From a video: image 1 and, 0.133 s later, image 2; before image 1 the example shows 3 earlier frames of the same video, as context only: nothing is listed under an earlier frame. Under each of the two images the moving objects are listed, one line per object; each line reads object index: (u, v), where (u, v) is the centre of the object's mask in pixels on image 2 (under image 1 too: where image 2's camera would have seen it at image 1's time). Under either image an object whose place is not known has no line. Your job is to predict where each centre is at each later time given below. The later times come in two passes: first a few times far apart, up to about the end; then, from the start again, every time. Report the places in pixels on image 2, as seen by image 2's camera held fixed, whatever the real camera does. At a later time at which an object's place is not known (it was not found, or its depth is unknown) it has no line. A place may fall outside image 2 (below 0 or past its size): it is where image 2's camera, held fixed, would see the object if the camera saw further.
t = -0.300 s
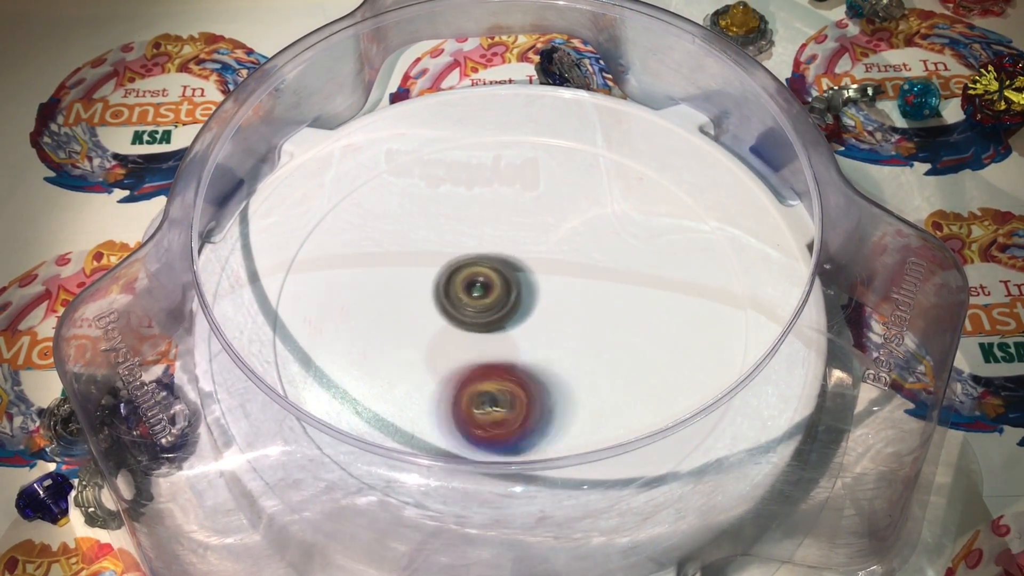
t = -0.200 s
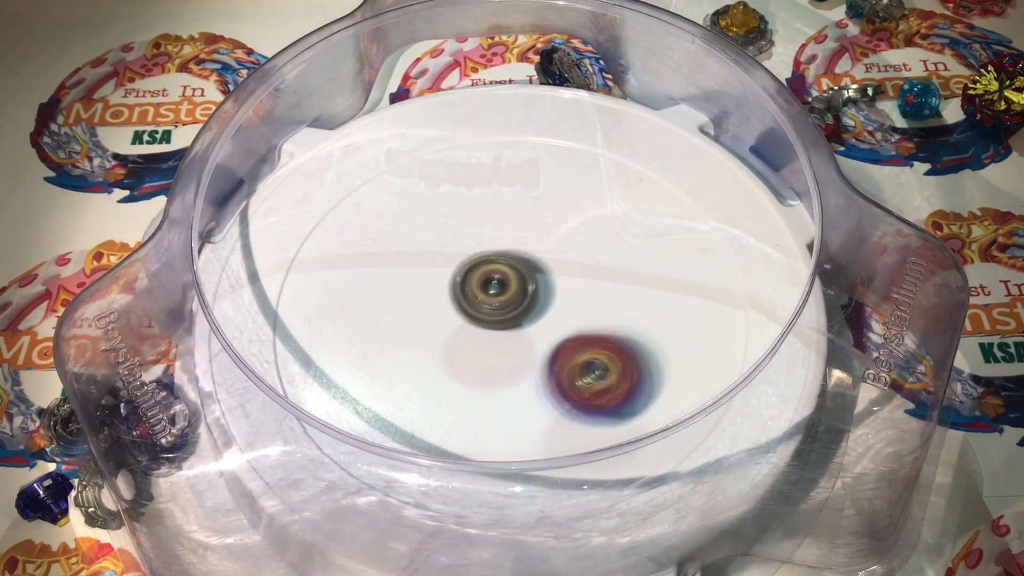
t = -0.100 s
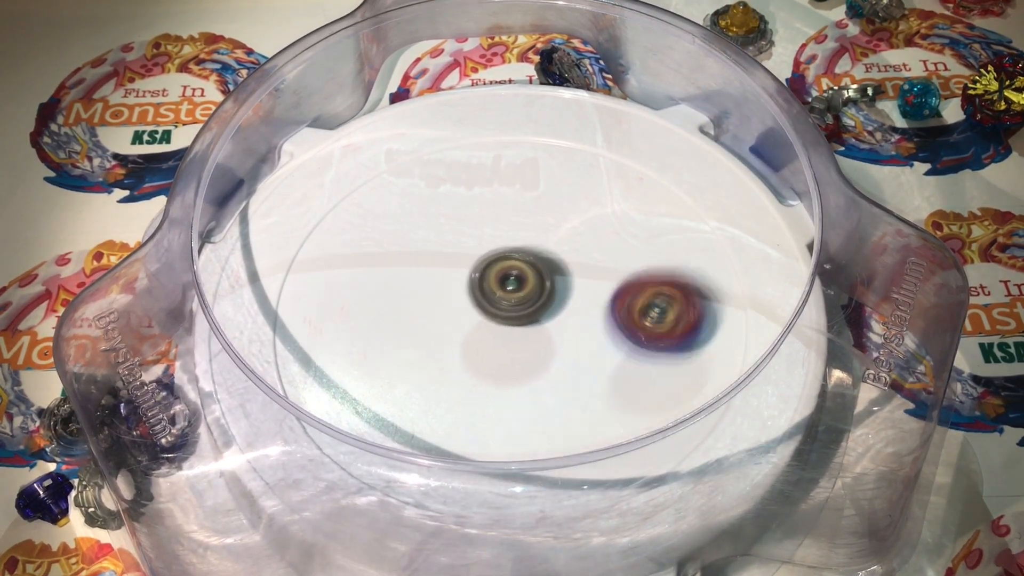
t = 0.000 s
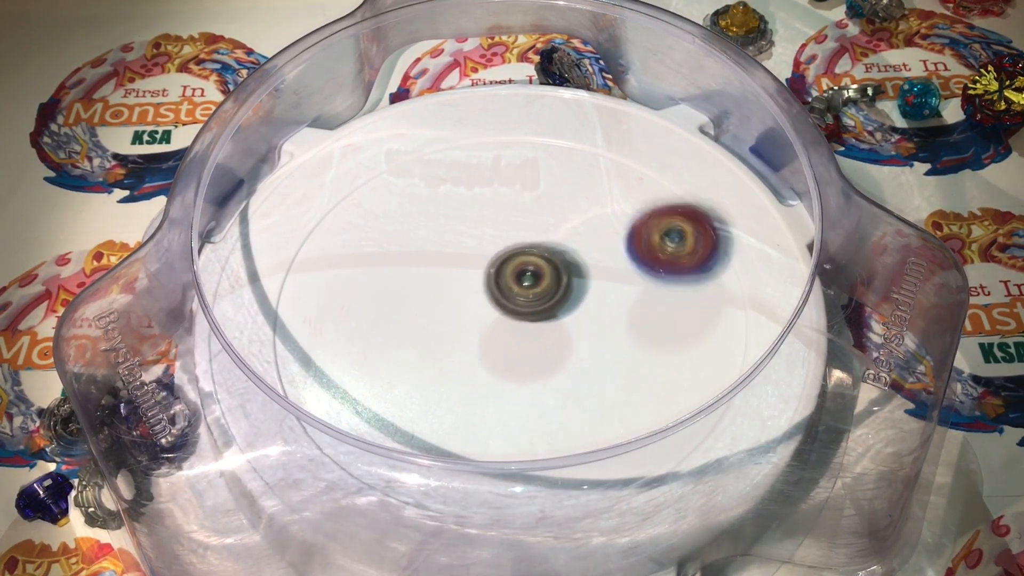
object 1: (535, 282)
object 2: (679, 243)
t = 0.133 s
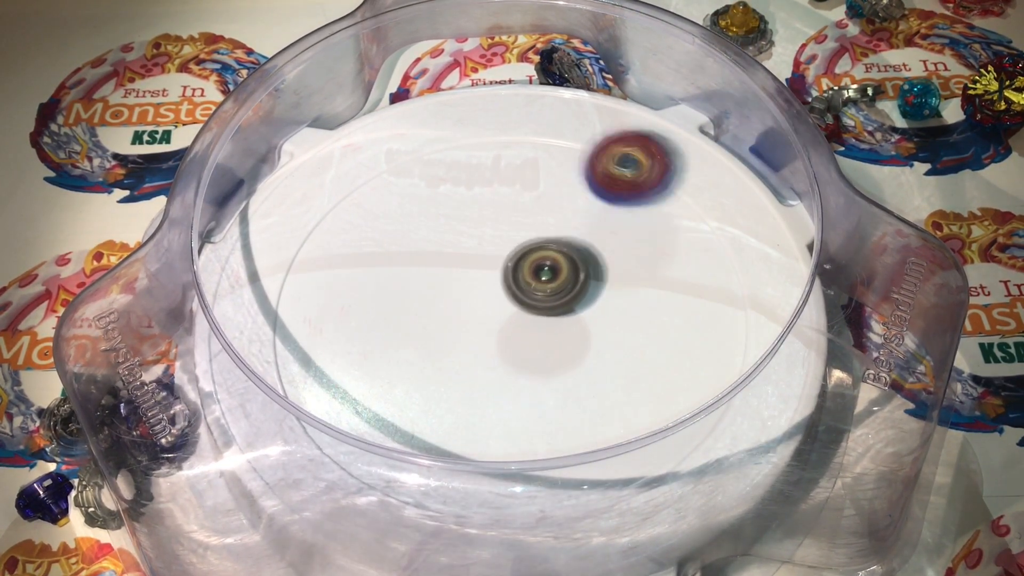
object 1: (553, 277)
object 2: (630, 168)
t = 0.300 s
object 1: (567, 274)
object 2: (507, 150)
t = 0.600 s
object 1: (569, 287)
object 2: (406, 340)
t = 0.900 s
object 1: (550, 311)
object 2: (621, 429)
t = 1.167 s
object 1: (522, 331)
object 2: (666, 272)
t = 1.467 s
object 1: (490, 340)
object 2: (443, 219)
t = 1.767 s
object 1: (485, 329)
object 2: (345, 361)
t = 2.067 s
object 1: (491, 294)
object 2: (573, 370)
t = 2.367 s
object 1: (502, 271)
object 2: (593, 199)
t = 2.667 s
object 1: (524, 267)
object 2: (426, 209)
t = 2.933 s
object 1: (542, 278)
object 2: (457, 367)
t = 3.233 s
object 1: (554, 304)
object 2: (657, 364)
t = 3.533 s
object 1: (547, 327)
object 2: (591, 230)
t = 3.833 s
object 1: (522, 335)
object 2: (406, 271)
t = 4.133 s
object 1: (492, 324)
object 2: (445, 398)
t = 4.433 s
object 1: (481, 285)
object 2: (612, 328)
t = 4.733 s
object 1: (475, 269)
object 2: (557, 200)
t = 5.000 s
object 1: (471, 285)
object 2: (491, 203)
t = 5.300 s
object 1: (492, 491)
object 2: (557, 144)
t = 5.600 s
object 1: (572, 338)
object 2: (589, 258)
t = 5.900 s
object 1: (392, 433)
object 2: (632, 193)
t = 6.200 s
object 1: (424, 363)
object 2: (536, 262)
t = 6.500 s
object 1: (438, 279)
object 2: (510, 234)
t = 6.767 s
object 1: (455, 266)
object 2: (572, 233)
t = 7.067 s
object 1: (498, 278)
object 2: (585, 340)
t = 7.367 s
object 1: (515, 312)
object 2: (451, 372)
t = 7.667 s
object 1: (520, 321)
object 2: (371, 283)
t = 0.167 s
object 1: (557, 276)
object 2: (611, 156)
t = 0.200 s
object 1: (560, 274)
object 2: (588, 148)
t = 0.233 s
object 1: (562, 274)
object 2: (561, 143)
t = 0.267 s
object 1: (565, 273)
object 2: (535, 144)
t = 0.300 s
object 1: (567, 274)
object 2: (507, 150)
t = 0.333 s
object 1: (568, 274)
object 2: (483, 160)
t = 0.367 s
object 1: (569, 275)
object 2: (458, 176)
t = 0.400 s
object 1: (570, 276)
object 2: (439, 194)
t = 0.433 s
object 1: (571, 277)
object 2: (422, 216)
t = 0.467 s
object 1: (571, 278)
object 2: (410, 239)
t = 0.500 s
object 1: (571, 280)
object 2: (402, 264)
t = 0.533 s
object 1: (571, 282)
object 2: (398, 289)
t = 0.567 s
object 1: (570, 284)
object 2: (399, 315)
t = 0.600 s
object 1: (569, 287)
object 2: (406, 340)
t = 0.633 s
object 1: (568, 290)
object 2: (417, 362)
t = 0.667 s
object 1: (566, 292)
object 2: (433, 384)
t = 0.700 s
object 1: (564, 295)
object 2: (451, 403)
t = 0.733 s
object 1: (563, 298)
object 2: (477, 418)
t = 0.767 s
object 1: (560, 301)
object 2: (502, 425)
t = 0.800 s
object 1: (558, 303)
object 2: (532, 429)
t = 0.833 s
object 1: (555, 306)
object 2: (560, 439)
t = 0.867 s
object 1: (553, 308)
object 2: (591, 437)
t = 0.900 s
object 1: (550, 311)
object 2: (621, 429)
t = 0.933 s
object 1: (548, 314)
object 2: (645, 417)
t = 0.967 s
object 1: (544, 317)
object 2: (668, 399)
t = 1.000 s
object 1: (541, 319)
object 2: (678, 376)
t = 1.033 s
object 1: (537, 322)
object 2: (690, 356)
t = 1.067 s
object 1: (533, 325)
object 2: (694, 334)
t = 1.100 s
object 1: (529, 327)
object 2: (688, 312)
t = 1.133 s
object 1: (525, 329)
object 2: (680, 289)
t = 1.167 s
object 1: (522, 331)
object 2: (666, 272)
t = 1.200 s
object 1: (518, 333)
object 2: (644, 253)
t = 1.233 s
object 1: (515, 334)
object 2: (625, 240)
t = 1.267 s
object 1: (511, 335)
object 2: (600, 229)
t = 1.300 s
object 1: (507, 335)
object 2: (574, 220)
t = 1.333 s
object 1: (503, 336)
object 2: (548, 214)
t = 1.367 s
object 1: (500, 337)
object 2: (520, 212)
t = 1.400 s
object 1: (496, 338)
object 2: (494, 211)
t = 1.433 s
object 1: (493, 339)
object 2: (469, 214)
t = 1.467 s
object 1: (490, 340)
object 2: (443, 219)
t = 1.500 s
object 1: (488, 340)
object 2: (423, 226)
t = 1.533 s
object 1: (487, 340)
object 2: (401, 236)
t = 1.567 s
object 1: (485, 340)
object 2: (381, 249)
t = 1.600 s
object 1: (485, 339)
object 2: (365, 263)
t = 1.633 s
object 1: (485, 338)
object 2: (348, 280)
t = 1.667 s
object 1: (485, 337)
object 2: (338, 299)
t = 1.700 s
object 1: (485, 334)
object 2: (334, 320)
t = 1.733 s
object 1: (485, 332)
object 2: (337, 343)
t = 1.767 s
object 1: (485, 329)
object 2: (345, 361)
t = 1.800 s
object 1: (486, 325)
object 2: (365, 380)
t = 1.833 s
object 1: (486, 322)
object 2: (390, 393)
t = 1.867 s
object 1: (486, 318)
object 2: (414, 404)
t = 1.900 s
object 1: (487, 315)
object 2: (444, 410)
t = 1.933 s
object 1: (488, 311)
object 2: (475, 411)
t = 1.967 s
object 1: (488, 306)
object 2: (502, 407)
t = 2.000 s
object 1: (489, 302)
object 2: (531, 397)
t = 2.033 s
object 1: (490, 298)
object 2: (553, 386)
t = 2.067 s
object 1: (491, 294)
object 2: (573, 370)
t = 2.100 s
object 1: (491, 291)
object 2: (595, 351)
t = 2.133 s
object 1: (492, 287)
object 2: (609, 332)
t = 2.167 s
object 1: (493, 284)
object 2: (618, 312)
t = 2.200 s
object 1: (494, 282)
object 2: (622, 291)
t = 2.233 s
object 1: (496, 279)
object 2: (624, 270)
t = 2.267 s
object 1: (497, 277)
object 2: (622, 251)
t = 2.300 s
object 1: (499, 274)
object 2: (616, 234)
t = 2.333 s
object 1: (500, 272)
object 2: (605, 215)
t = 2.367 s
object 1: (502, 271)
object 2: (593, 199)
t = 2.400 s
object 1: (504, 269)
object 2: (578, 187)
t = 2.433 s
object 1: (506, 268)
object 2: (560, 177)
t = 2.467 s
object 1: (508, 267)
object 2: (540, 170)
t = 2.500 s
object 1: (511, 267)
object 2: (520, 167)
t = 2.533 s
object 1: (514, 266)
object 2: (499, 168)
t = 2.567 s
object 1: (516, 266)
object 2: (478, 172)
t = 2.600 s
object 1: (519, 266)
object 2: (458, 180)
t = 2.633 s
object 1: (522, 266)
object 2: (442, 193)
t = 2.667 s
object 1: (524, 267)
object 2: (426, 209)
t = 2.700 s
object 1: (526, 267)
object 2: (414, 228)
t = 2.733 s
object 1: (529, 268)
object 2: (407, 247)
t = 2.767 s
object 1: (532, 269)
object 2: (405, 268)
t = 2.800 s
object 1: (534, 271)
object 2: (407, 291)
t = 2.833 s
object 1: (536, 272)
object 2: (413, 312)
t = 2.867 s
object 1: (538, 274)
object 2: (423, 332)
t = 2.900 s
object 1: (540, 276)
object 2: (438, 349)
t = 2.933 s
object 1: (542, 278)
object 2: (457, 367)
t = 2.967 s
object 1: (545, 280)
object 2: (477, 380)
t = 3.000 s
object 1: (547, 283)
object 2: (498, 390)
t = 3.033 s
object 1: (548, 286)
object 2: (524, 396)
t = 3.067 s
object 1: (550, 289)
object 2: (551, 401)
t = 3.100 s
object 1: (551, 292)
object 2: (575, 401)
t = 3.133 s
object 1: (552, 295)
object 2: (597, 397)
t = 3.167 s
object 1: (553, 298)
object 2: (619, 389)
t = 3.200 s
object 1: (553, 301)
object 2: (640, 377)
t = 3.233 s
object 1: (554, 304)
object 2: (657, 364)
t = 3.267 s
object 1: (554, 307)
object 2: (669, 348)
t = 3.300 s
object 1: (554, 310)
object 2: (675, 329)
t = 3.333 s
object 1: (554, 313)
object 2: (676, 310)
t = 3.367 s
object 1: (553, 315)
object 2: (673, 291)
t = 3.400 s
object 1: (552, 318)
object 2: (665, 274)
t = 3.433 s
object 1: (552, 321)
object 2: (652, 260)
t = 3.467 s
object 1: (550, 323)
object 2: (633, 247)
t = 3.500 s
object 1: (549, 325)
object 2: (612, 237)
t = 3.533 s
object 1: (547, 327)
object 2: (591, 230)
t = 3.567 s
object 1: (545, 329)
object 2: (569, 225)
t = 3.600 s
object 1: (542, 331)
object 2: (545, 224)
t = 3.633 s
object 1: (540, 332)
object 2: (522, 225)
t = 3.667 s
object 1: (537, 334)
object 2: (498, 228)
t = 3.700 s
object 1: (535, 335)
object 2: (476, 233)
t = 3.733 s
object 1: (532, 335)
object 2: (458, 239)
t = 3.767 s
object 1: (529, 336)
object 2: (441, 248)
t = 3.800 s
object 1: (525, 336)
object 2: (424, 259)
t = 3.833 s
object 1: (522, 335)
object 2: (406, 271)
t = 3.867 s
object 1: (519, 335)
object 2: (391, 286)
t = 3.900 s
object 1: (515, 334)
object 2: (380, 301)
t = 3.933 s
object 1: (512, 333)
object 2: (375, 317)
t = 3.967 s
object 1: (508, 331)
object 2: (375, 333)
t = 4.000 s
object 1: (504, 330)
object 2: (378, 351)
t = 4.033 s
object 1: (500, 329)
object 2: (388, 368)
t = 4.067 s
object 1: (497, 327)
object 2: (401, 382)
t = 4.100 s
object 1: (494, 326)
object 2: (425, 392)
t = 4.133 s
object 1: (492, 324)
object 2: (445, 398)
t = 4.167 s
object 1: (490, 322)
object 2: (467, 400)
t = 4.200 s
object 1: (488, 320)
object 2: (491, 398)
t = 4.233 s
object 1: (486, 316)
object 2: (516, 394)
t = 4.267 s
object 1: (484, 308)
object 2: (539, 392)
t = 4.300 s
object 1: (483, 302)
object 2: (555, 385)
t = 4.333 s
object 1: (482, 297)
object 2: (579, 374)
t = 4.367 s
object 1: (482, 293)
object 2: (593, 360)
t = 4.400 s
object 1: (481, 289)
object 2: (604, 345)
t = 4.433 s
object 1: (481, 285)
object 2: (612, 328)
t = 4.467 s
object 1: (482, 282)
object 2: (615, 310)
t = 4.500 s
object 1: (482, 279)
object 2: (616, 292)
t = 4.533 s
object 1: (483, 276)
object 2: (613, 275)
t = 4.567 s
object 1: (485, 273)
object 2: (607, 259)
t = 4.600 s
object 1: (486, 271)
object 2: (598, 245)
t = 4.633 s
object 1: (488, 269)
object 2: (586, 232)
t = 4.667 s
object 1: (490, 267)
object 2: (572, 222)
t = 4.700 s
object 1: (487, 266)
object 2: (561, 212)
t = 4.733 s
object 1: (475, 269)
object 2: (557, 200)
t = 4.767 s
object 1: (467, 273)
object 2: (550, 191)
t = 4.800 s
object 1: (464, 274)
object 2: (542, 184)
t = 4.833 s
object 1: (464, 275)
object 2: (533, 181)
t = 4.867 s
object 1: (465, 276)
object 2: (523, 180)
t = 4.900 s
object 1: (466, 277)
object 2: (512, 184)
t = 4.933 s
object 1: (468, 278)
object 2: (502, 190)
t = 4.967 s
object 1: (470, 280)
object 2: (494, 199)
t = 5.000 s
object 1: (471, 285)
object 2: (491, 203)
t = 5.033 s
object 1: (448, 334)
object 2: (506, 177)
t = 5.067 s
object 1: (424, 387)
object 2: (517, 156)
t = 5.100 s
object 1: (415, 421)
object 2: (526, 142)
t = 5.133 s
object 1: (400, 469)
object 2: (534, 133)
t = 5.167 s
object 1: (403, 495)
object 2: (539, 130)
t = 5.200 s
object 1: (415, 514)
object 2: (543, 130)
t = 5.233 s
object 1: (442, 510)
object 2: (547, 132)
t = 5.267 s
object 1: (467, 506)
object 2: (552, 137)
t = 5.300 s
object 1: (492, 491)
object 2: (557, 144)
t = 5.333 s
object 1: (513, 475)
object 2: (563, 153)
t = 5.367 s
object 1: (533, 456)
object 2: (569, 162)
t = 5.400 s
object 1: (544, 431)
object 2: (571, 176)
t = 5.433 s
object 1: (559, 418)
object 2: (579, 190)
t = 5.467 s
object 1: (567, 401)
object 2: (584, 205)
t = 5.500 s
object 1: (571, 383)
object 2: (587, 217)
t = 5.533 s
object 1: (573, 367)
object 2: (594, 230)
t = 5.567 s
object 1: (574, 351)
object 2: (595, 245)
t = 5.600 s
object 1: (572, 338)
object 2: (589, 258)
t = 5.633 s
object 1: (540, 361)
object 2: (612, 239)
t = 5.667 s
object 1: (504, 388)
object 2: (633, 217)
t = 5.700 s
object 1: (473, 408)
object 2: (647, 197)
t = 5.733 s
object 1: (446, 422)
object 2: (650, 188)
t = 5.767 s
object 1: (426, 426)
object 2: (654, 183)
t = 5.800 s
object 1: (414, 427)
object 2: (651, 181)
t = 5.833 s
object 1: (400, 434)
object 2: (648, 183)
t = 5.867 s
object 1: (395, 434)
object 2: (640, 186)
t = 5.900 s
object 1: (392, 433)
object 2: (632, 193)
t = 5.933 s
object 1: (393, 430)
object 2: (618, 199)
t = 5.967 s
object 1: (398, 421)
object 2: (612, 210)
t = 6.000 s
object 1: (398, 417)
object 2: (601, 218)
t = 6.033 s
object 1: (399, 413)
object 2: (588, 229)
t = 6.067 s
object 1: (401, 407)
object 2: (572, 236)
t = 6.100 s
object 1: (405, 398)
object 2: (561, 246)
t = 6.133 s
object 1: (409, 390)
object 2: (557, 252)
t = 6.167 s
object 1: (416, 377)
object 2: (544, 258)
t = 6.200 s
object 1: (424, 363)
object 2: (536, 262)
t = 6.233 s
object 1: (431, 349)
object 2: (521, 263)
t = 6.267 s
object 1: (439, 334)
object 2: (516, 266)
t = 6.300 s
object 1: (447, 319)
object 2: (508, 265)
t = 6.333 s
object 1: (442, 309)
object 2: (508, 257)
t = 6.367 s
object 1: (435, 301)
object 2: (511, 251)
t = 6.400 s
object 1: (433, 294)
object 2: (510, 246)
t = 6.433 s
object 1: (434, 288)
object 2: (510, 242)
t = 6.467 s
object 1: (436, 283)
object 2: (507, 237)
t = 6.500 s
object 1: (438, 279)
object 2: (510, 234)
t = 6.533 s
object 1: (433, 276)
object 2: (518, 233)
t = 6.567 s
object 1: (428, 272)
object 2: (531, 227)
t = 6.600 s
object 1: (428, 270)
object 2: (539, 226)
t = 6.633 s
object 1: (432, 268)
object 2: (551, 222)
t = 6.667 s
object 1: (437, 267)
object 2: (558, 224)
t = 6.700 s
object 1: (443, 265)
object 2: (567, 225)
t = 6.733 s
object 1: (448, 265)
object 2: (567, 230)
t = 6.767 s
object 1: (455, 266)
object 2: (572, 233)
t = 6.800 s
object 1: (462, 268)
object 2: (576, 240)
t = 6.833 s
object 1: (471, 269)
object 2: (578, 245)
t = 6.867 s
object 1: (481, 272)
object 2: (581, 255)
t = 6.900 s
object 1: (489, 276)
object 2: (581, 264)
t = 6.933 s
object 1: (498, 280)
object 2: (580, 275)
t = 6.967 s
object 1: (502, 280)
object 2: (583, 293)
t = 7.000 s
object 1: (499, 277)
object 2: (588, 306)
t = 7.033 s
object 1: (498, 276)
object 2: (592, 326)
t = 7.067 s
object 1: (498, 278)
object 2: (585, 340)
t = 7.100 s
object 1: (502, 281)
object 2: (579, 351)
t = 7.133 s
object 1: (504, 285)
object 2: (569, 362)
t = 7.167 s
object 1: (505, 289)
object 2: (552, 370)
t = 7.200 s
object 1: (507, 293)
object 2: (539, 374)
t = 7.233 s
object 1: (509, 298)
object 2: (525, 379)
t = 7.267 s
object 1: (510, 302)
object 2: (505, 380)
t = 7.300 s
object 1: (510, 306)
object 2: (492, 377)
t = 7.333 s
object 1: (509, 311)
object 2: (478, 376)
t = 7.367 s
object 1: (515, 312)
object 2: (451, 372)
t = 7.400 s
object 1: (521, 311)
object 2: (428, 362)
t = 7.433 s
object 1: (523, 312)
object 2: (408, 355)
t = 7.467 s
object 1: (524, 314)
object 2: (398, 347)
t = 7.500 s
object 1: (524, 316)
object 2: (391, 337)
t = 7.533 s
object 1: (523, 317)
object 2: (384, 326)
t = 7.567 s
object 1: (522, 319)
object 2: (378, 314)
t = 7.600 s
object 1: (522, 320)
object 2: (375, 303)
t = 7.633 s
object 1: (521, 321)
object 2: (371, 292)
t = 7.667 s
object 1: (520, 321)
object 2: (371, 283)
